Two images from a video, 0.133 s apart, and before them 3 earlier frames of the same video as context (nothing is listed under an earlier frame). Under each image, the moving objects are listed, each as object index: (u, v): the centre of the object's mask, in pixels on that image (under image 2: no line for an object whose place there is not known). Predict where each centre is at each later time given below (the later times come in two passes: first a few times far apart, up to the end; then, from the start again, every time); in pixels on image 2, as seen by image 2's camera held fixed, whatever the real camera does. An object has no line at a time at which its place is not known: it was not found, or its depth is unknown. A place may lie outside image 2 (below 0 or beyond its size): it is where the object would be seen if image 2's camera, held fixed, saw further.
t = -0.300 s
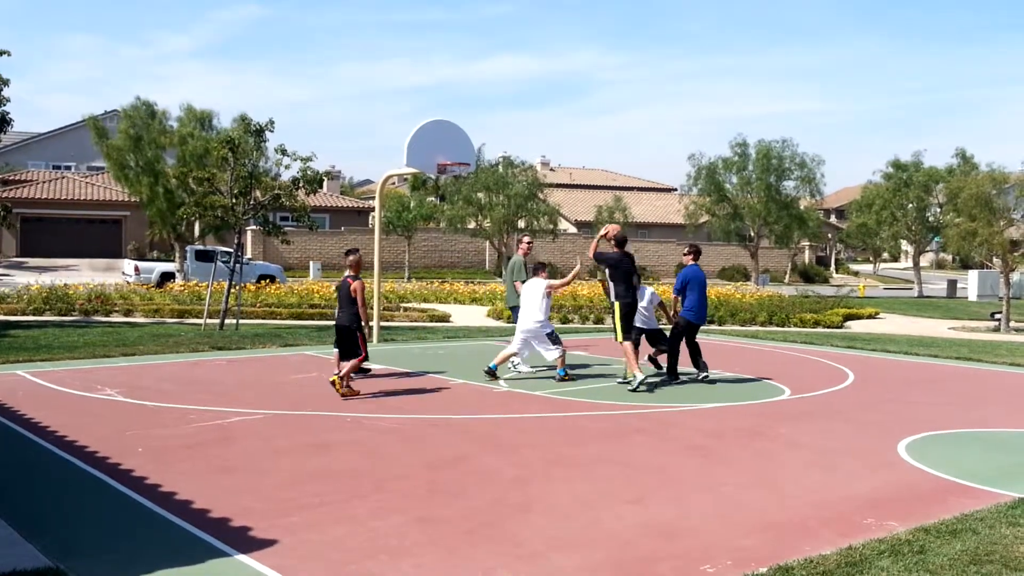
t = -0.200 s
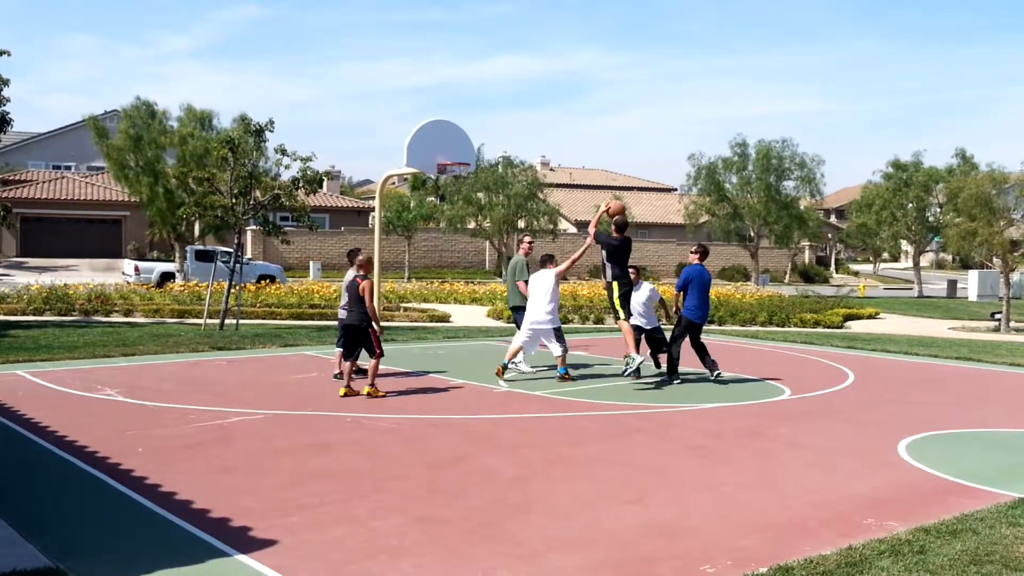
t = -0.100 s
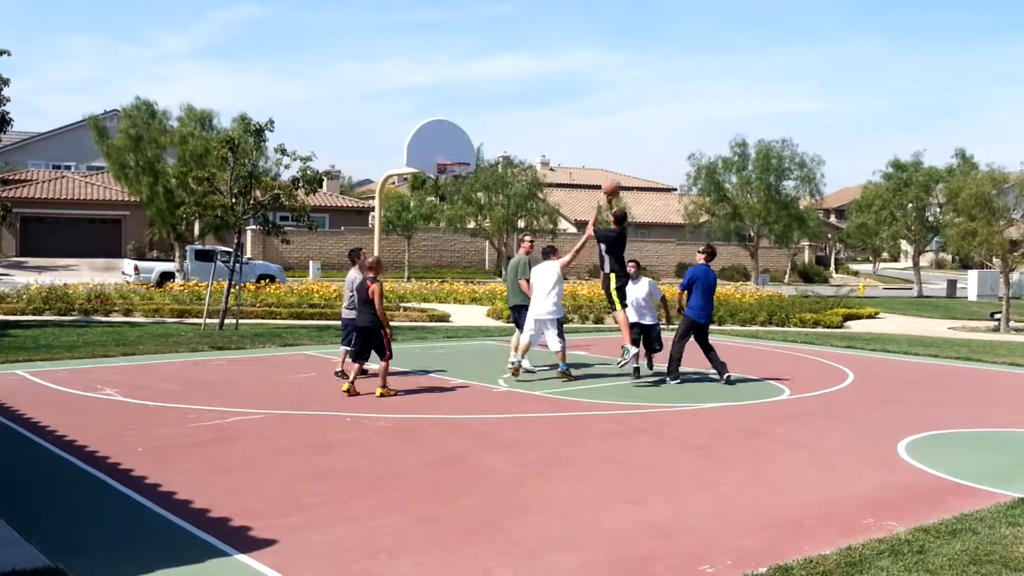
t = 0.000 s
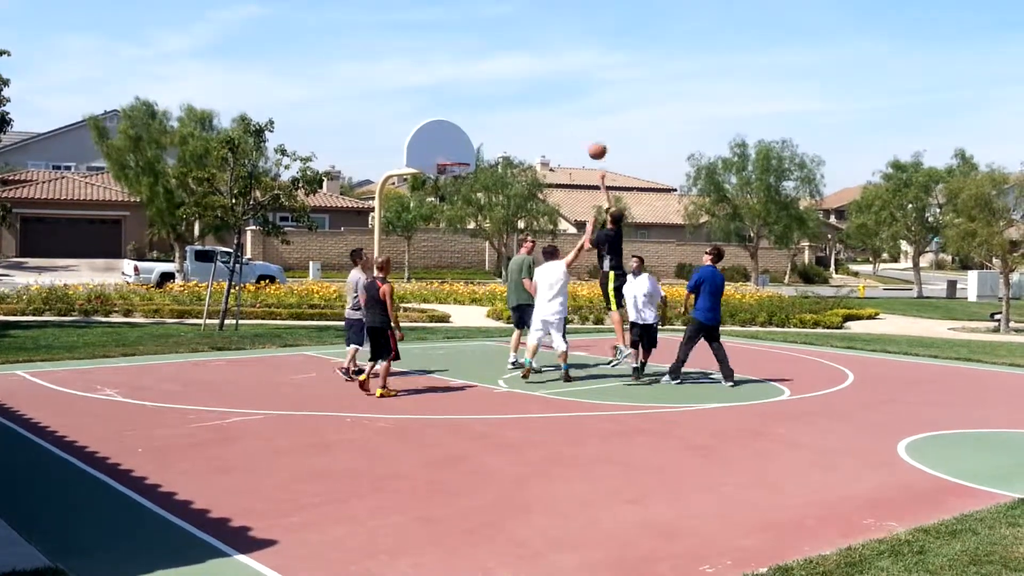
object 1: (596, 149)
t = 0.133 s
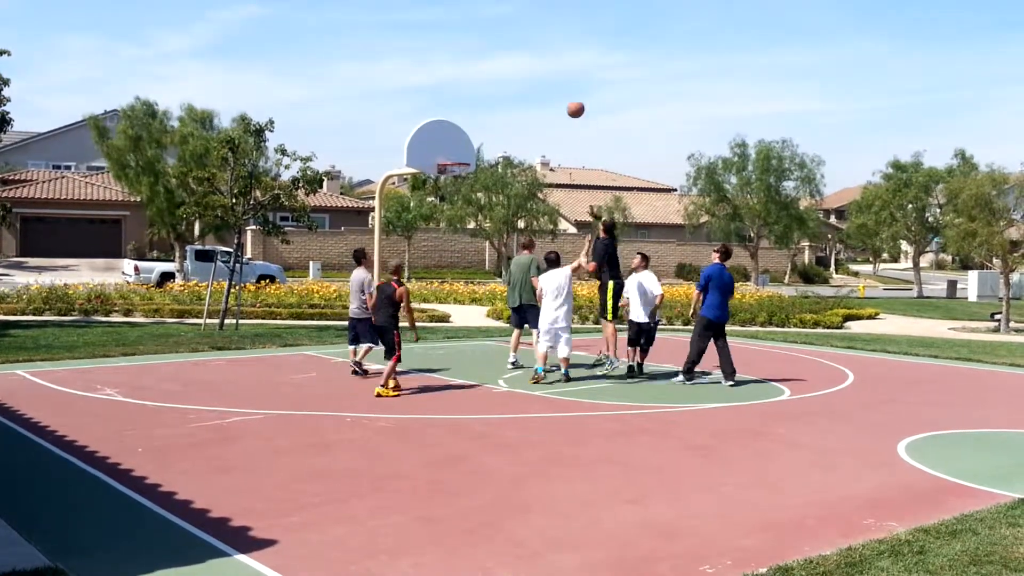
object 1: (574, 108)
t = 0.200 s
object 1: (563, 92)
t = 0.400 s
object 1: (533, 67)
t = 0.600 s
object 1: (504, 71)
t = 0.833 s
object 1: (473, 109)
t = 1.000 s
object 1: (453, 153)
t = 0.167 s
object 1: (569, 99)
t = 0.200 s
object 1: (563, 92)
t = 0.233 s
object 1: (557, 85)
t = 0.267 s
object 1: (553, 80)
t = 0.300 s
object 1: (547, 75)
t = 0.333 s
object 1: (542, 72)
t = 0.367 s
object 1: (537, 69)
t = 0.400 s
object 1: (533, 67)
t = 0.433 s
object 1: (528, 66)
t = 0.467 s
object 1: (523, 65)
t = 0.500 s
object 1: (518, 66)
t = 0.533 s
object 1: (513, 67)
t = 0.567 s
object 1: (509, 69)
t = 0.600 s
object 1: (504, 71)
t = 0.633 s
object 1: (499, 75)
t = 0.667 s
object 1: (495, 79)
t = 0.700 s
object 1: (490, 84)
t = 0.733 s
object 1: (486, 89)
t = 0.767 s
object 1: (482, 95)
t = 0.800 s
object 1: (477, 101)
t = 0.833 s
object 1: (473, 109)
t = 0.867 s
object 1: (469, 117)
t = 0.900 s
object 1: (465, 125)
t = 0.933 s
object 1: (461, 134)
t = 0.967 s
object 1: (456, 144)
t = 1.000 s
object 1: (453, 153)
